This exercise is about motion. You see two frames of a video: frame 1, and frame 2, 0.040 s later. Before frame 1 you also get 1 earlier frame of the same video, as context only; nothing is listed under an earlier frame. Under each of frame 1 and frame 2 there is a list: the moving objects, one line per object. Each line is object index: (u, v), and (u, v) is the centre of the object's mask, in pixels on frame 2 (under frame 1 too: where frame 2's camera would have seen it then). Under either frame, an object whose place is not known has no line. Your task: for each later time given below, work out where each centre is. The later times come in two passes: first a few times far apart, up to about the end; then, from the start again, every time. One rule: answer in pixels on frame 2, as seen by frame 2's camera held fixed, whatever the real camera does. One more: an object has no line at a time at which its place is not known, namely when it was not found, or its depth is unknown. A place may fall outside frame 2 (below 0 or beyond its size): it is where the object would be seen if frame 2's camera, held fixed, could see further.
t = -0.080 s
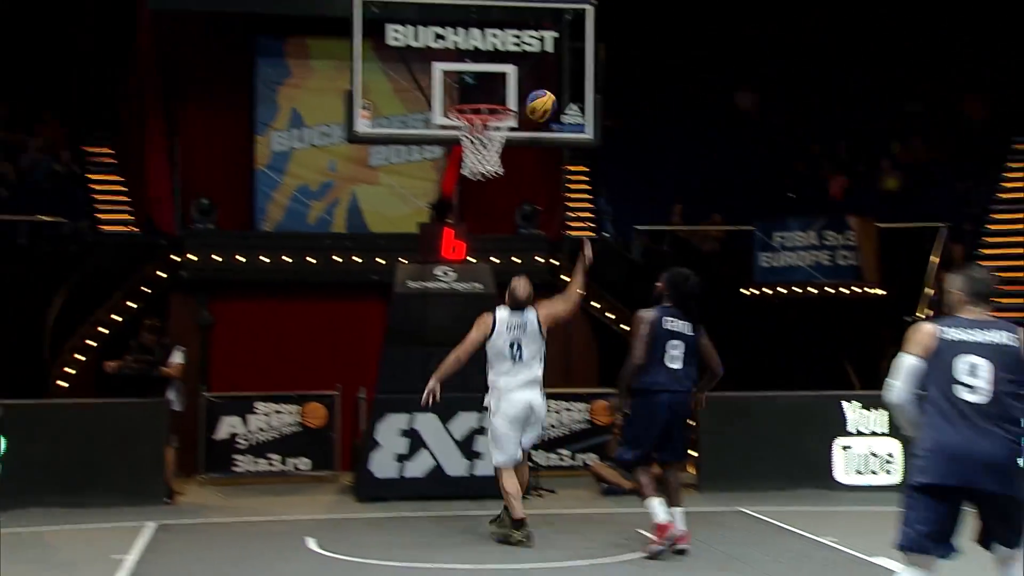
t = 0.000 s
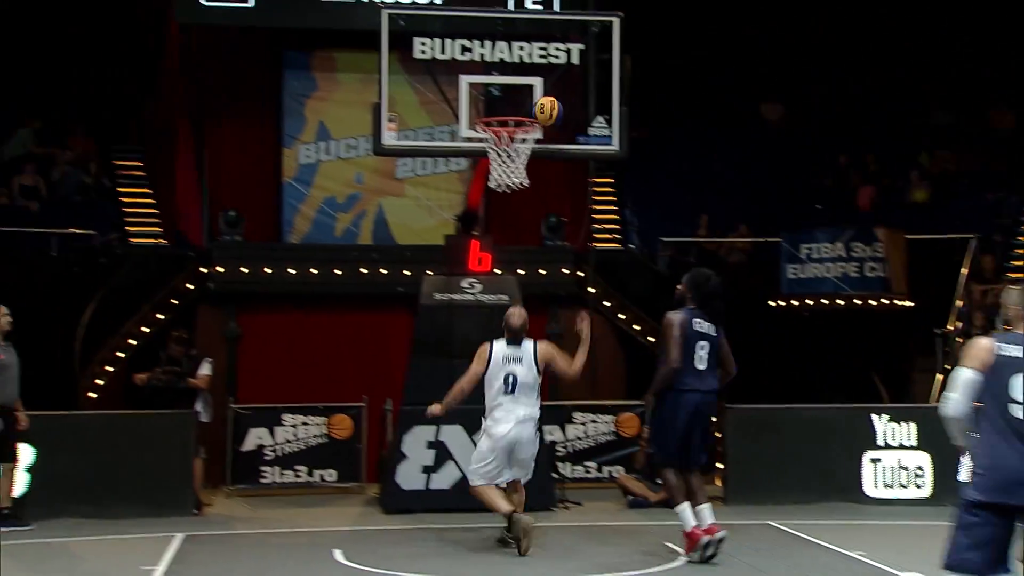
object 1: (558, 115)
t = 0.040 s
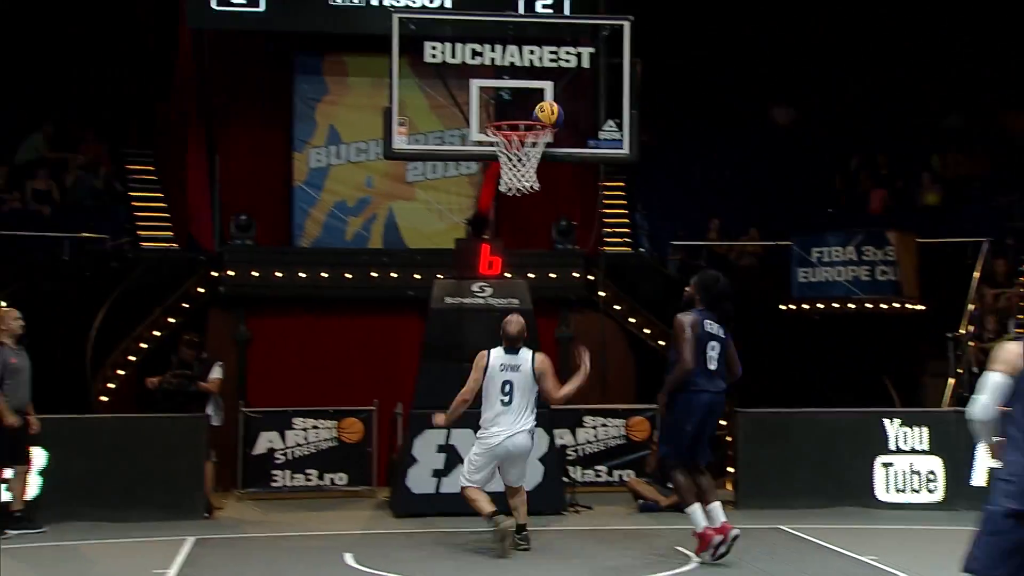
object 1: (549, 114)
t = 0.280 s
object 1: (524, 112)
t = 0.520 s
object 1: (501, 137)
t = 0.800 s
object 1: (511, 178)
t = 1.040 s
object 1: (536, 216)
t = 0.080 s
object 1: (539, 114)
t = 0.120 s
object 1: (534, 113)
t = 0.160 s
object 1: (531, 111)
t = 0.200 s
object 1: (529, 111)
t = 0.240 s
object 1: (526, 111)
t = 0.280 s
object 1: (524, 112)
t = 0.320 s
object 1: (519, 112)
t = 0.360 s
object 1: (515, 116)
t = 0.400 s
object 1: (512, 118)
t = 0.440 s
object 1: (506, 127)
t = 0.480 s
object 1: (504, 131)
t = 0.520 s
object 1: (501, 137)
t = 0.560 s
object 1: (499, 143)
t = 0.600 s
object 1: (498, 149)
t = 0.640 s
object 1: (499, 152)
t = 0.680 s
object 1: (503, 154)
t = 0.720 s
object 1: (507, 156)
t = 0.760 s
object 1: (514, 151)
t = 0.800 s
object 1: (511, 178)
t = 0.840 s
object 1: (516, 180)
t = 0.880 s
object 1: (521, 182)
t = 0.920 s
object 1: (526, 186)
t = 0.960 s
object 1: (529, 192)
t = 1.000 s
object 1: (532, 203)
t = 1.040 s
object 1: (536, 216)
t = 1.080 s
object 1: (539, 232)
